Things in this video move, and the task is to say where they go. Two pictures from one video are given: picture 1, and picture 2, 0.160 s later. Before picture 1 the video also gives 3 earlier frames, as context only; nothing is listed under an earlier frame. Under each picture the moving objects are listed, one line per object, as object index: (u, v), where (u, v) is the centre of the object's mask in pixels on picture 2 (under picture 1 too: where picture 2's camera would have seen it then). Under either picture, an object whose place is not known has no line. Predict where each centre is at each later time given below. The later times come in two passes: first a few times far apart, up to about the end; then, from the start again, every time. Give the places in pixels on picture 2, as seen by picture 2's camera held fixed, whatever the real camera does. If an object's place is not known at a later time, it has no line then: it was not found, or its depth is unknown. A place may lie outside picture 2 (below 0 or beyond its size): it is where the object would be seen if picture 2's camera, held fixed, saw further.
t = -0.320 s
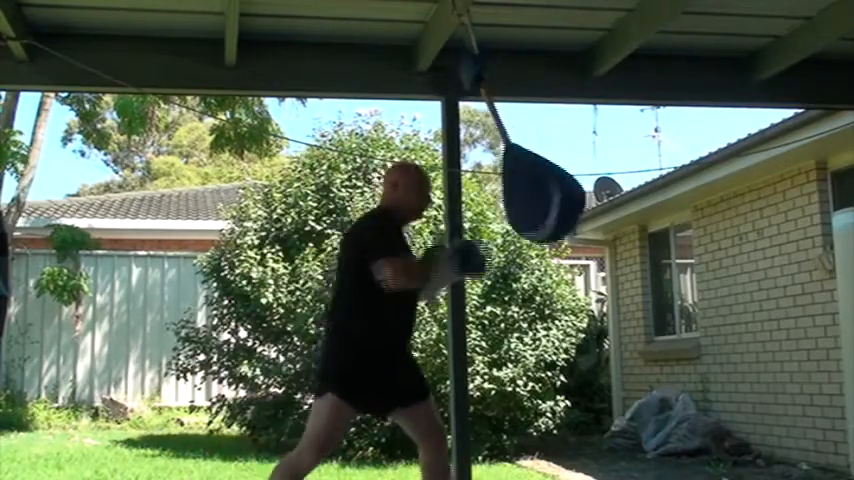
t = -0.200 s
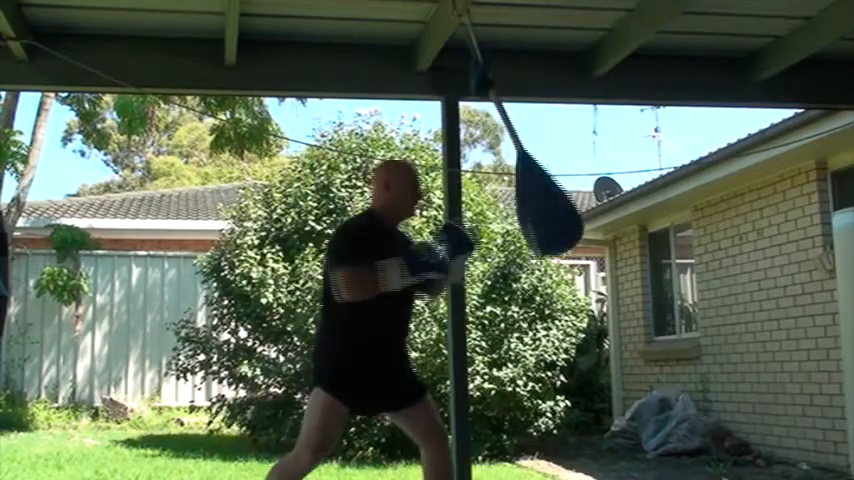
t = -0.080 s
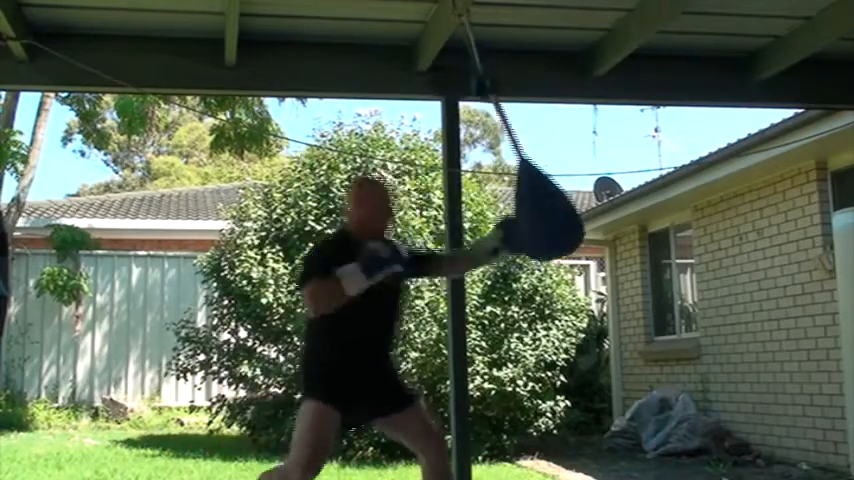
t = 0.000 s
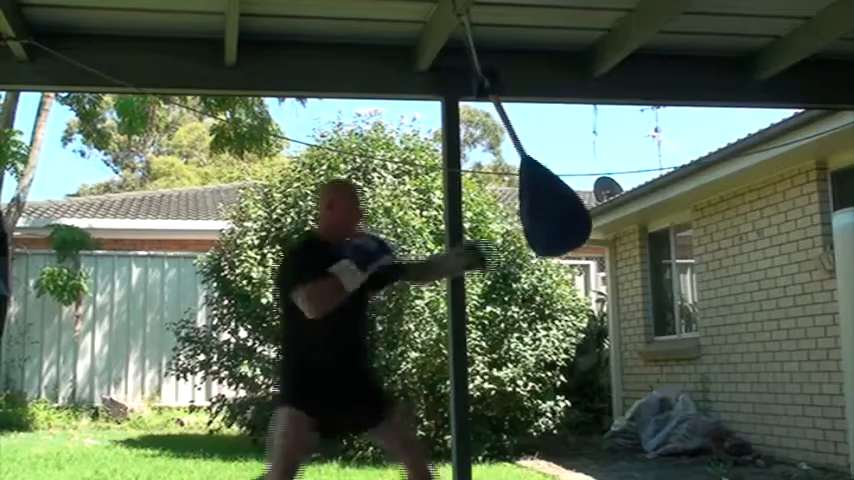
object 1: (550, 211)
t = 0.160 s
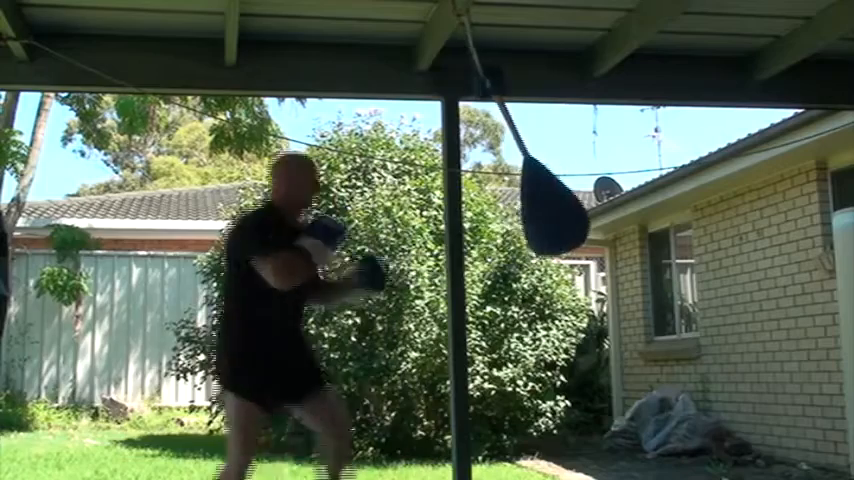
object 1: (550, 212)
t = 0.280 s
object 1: (535, 218)
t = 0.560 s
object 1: (468, 233)
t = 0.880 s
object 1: (389, 218)
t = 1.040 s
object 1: (374, 209)
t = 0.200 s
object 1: (546, 214)
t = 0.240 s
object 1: (541, 216)
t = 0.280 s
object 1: (535, 218)
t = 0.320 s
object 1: (528, 220)
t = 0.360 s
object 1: (520, 223)
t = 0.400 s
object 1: (512, 226)
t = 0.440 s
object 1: (502, 228)
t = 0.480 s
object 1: (491, 231)
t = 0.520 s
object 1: (480, 233)
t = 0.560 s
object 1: (468, 233)
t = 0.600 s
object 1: (457, 233)
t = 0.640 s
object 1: (445, 232)
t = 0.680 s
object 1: (436, 229)
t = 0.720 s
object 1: (422, 230)
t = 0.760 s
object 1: (412, 227)
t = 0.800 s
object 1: (404, 224)
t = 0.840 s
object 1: (396, 221)
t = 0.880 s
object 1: (389, 218)
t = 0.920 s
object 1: (383, 216)
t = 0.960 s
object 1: (379, 213)
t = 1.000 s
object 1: (375, 210)
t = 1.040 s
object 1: (374, 209)
